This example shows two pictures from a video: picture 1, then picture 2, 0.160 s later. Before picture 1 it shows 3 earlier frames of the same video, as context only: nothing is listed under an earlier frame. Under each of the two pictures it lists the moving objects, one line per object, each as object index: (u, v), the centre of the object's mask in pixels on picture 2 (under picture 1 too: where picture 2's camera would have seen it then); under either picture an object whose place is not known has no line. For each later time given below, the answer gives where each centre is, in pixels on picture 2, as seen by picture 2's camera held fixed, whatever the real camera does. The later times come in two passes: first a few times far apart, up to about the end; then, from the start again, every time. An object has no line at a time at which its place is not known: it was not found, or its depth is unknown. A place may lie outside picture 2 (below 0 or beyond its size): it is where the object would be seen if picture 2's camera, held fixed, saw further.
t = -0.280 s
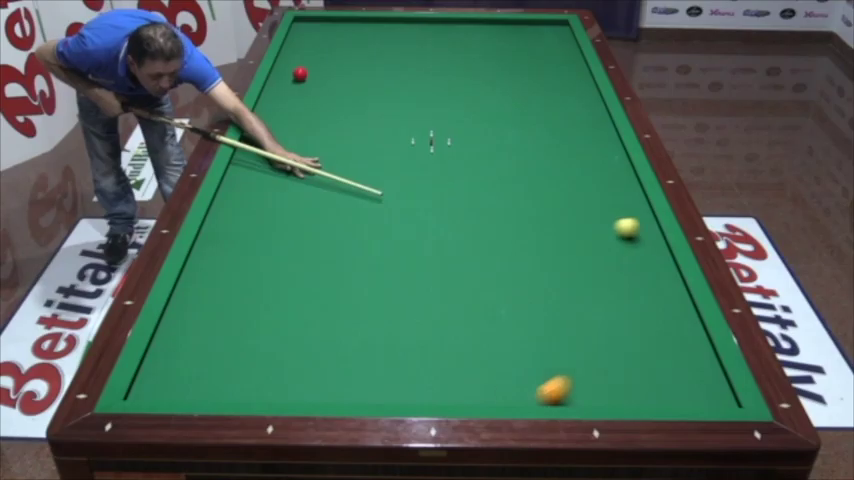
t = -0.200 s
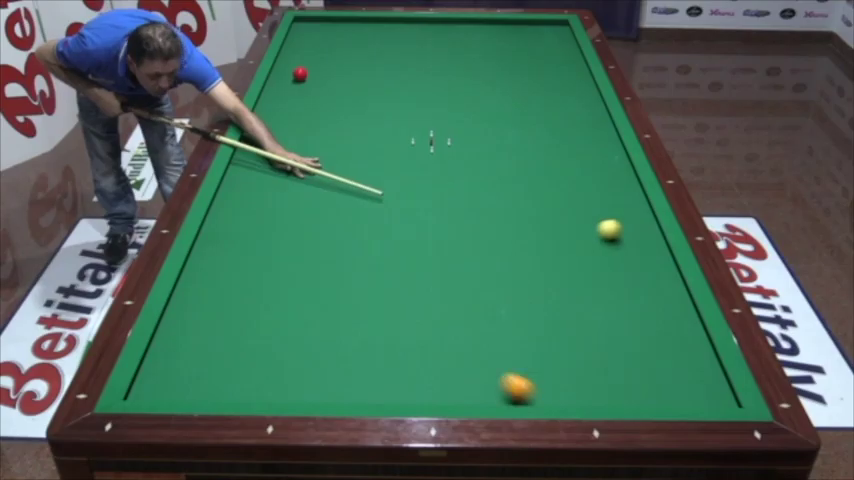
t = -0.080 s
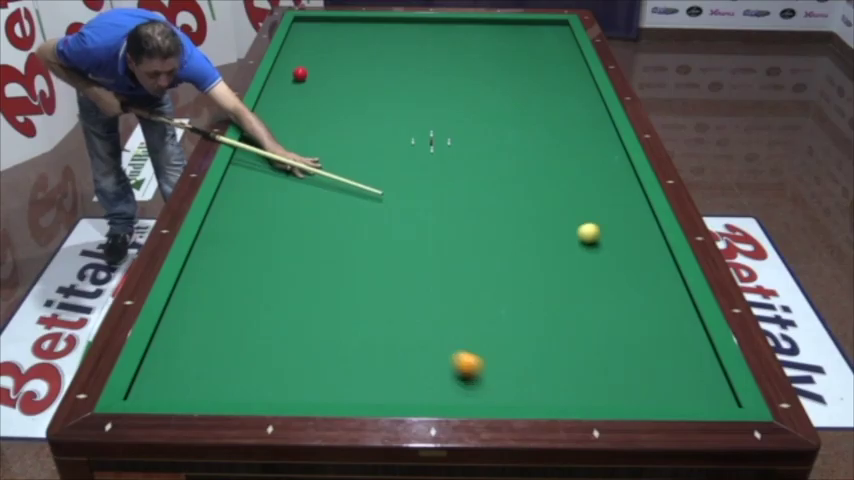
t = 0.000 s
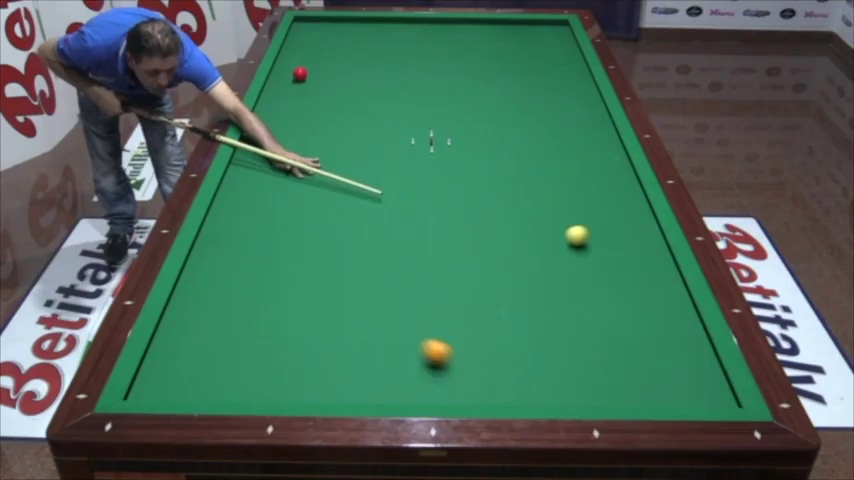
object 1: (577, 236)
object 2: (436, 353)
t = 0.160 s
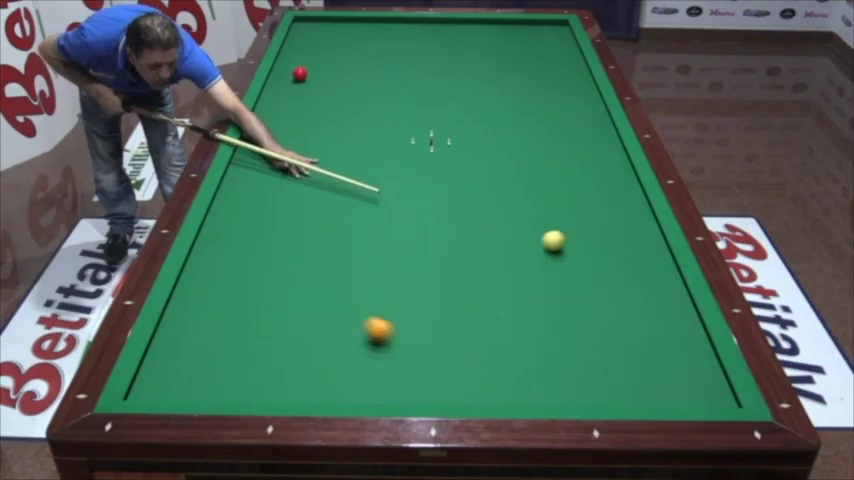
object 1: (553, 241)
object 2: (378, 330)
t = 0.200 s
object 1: (547, 242)
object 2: (365, 324)
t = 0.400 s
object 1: (517, 248)
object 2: (299, 299)
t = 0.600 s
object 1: (487, 255)
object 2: (240, 276)
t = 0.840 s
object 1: (451, 263)
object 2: (218, 249)
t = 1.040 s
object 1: (421, 270)
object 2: (262, 228)
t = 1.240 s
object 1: (391, 277)
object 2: (299, 207)
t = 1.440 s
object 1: (360, 284)
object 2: (333, 189)
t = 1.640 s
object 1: (329, 291)
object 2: (364, 172)
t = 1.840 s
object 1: (299, 298)
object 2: (392, 158)
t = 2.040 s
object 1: (268, 305)
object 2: (418, 143)
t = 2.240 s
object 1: (237, 312)
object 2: (442, 131)
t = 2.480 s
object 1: (201, 320)
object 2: (469, 117)
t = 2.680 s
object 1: (171, 327)
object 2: (490, 106)
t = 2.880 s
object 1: (179, 331)
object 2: (509, 96)
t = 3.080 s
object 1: (191, 335)
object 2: (527, 86)
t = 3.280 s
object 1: (203, 338)
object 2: (544, 78)
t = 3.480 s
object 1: (215, 341)
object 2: (560, 69)
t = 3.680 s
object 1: (226, 344)
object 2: (575, 61)
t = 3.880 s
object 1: (236, 348)
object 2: (570, 55)
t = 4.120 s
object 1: (249, 351)
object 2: (558, 48)
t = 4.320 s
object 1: (258, 354)
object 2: (549, 43)
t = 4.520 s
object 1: (267, 357)
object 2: (540, 38)
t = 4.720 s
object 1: (276, 359)
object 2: (532, 33)
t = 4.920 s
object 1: (284, 361)
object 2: (524, 29)
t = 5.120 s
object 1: (292, 363)
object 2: (516, 25)
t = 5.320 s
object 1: (300, 365)
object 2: (510, 22)
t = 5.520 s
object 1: (306, 367)
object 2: (506, 24)
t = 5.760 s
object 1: (314, 368)
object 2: (502, 26)
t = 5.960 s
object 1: (319, 369)
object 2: (499, 28)
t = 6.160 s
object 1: (324, 371)
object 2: (496, 29)
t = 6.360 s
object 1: (328, 371)
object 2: (493, 31)
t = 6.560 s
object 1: (332, 372)
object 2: (491, 32)
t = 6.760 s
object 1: (335, 373)
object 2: (487, 34)
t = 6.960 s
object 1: (338, 374)
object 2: (485, 35)
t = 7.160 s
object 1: (339, 374)
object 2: (482, 37)
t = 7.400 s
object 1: (341, 375)
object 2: (479, 39)
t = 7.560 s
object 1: (341, 375)
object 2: (478, 39)
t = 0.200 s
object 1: (547, 242)
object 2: (365, 324)
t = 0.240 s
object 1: (541, 243)
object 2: (351, 319)
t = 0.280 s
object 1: (535, 244)
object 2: (337, 314)
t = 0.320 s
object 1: (530, 246)
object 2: (325, 309)
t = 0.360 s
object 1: (523, 247)
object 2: (312, 304)
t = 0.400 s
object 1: (517, 248)
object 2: (299, 299)
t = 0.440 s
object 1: (511, 250)
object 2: (287, 294)
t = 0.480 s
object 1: (506, 251)
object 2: (275, 289)
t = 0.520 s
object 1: (500, 252)
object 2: (263, 285)
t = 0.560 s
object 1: (494, 254)
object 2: (251, 280)
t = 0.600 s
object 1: (487, 255)
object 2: (240, 276)
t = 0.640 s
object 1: (482, 257)
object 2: (228, 271)
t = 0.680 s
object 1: (476, 258)
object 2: (217, 267)
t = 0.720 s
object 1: (469, 259)
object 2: (207, 263)
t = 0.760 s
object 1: (463, 260)
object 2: (198, 259)
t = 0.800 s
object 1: (457, 262)
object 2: (206, 254)
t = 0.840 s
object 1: (451, 263)
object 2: (218, 249)
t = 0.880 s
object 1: (445, 265)
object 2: (228, 245)
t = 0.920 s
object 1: (439, 266)
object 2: (238, 240)
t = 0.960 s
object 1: (433, 267)
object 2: (246, 236)
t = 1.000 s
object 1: (427, 269)
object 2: (254, 232)
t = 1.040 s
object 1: (421, 270)
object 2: (262, 228)
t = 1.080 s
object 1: (415, 272)
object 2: (270, 223)
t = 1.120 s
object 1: (409, 273)
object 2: (277, 219)
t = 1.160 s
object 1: (403, 274)
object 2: (284, 215)
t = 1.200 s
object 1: (397, 275)
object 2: (292, 211)
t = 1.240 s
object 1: (391, 277)
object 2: (299, 207)
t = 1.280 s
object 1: (385, 278)
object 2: (306, 203)
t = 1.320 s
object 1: (378, 280)
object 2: (313, 200)
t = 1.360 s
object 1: (372, 281)
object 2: (320, 196)
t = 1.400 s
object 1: (366, 282)
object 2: (326, 193)
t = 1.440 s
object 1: (360, 284)
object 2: (333, 189)
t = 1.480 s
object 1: (354, 285)
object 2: (339, 186)
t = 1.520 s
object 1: (348, 286)
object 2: (345, 182)
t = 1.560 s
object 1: (341, 288)
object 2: (351, 179)
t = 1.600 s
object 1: (335, 289)
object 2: (358, 176)
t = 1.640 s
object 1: (329, 291)
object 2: (364, 172)
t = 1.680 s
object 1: (323, 292)
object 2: (370, 169)
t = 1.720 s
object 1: (317, 294)
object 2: (375, 166)
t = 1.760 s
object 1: (311, 295)
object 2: (381, 163)
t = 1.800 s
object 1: (305, 296)
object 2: (387, 161)
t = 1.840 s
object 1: (299, 298)
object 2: (392, 158)
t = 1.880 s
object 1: (293, 299)
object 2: (397, 155)
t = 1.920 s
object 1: (286, 300)
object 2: (403, 152)
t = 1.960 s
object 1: (280, 302)
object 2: (408, 149)
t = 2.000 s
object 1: (274, 303)
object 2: (413, 146)
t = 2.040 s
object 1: (268, 305)
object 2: (418, 143)
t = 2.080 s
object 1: (262, 306)
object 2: (423, 141)
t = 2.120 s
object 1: (256, 307)
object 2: (428, 138)
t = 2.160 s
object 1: (250, 309)
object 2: (433, 136)
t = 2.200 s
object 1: (243, 310)
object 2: (438, 133)
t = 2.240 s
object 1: (237, 312)
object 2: (442, 131)
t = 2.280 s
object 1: (231, 313)
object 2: (447, 128)
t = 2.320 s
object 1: (225, 315)
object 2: (452, 126)
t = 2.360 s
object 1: (219, 316)
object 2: (456, 124)
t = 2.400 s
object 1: (213, 317)
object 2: (461, 121)
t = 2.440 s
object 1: (207, 319)
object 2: (465, 119)
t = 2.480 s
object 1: (201, 320)
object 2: (469, 117)
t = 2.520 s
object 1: (195, 321)
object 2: (474, 114)
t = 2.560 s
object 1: (189, 323)
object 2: (478, 112)
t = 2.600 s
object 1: (183, 324)
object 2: (482, 110)
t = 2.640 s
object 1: (177, 326)
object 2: (486, 108)
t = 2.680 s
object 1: (171, 327)
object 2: (490, 106)
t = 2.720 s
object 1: (168, 328)
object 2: (494, 104)
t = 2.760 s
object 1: (171, 329)
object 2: (498, 102)
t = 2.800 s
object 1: (174, 330)
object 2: (502, 100)
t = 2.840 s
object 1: (176, 330)
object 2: (505, 98)
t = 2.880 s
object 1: (179, 331)
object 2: (509, 96)
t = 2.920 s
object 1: (181, 332)
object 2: (513, 94)
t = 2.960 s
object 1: (184, 333)
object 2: (517, 92)
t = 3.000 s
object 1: (186, 333)
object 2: (520, 90)
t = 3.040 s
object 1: (189, 334)
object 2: (524, 88)
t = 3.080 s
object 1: (191, 335)
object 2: (527, 86)
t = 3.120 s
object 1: (194, 335)
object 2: (531, 84)
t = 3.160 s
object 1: (196, 336)
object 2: (534, 83)
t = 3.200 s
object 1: (198, 337)
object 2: (537, 81)
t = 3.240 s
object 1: (201, 337)
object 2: (540, 79)
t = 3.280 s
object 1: (203, 338)
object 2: (544, 78)
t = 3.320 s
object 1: (205, 339)
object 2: (547, 76)
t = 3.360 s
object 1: (208, 339)
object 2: (550, 74)
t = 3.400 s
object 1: (210, 340)
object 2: (553, 72)
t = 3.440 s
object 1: (213, 341)
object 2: (556, 71)
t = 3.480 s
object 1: (215, 341)
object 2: (560, 69)
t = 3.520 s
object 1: (217, 342)
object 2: (562, 67)
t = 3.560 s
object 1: (219, 343)
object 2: (565, 66)
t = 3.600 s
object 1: (221, 343)
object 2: (568, 65)
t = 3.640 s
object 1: (224, 344)
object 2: (571, 63)
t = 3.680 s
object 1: (226, 344)
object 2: (575, 61)
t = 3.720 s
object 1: (228, 345)
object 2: (577, 60)
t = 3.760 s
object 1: (230, 346)
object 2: (578, 59)
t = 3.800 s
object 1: (232, 346)
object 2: (575, 57)
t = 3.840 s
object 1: (234, 347)
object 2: (573, 56)
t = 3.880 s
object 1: (236, 348)
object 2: (570, 55)
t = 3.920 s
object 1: (238, 348)
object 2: (568, 54)
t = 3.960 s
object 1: (241, 349)
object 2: (566, 53)
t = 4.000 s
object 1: (242, 349)
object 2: (564, 52)
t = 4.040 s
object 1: (244, 350)
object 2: (562, 51)
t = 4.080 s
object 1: (247, 350)
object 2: (560, 49)
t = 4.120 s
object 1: (249, 351)
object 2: (558, 48)
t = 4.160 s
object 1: (251, 351)
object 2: (556, 47)
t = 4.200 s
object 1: (253, 352)
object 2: (555, 46)
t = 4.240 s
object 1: (254, 353)
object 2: (553, 45)
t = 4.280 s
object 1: (256, 353)
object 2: (551, 44)
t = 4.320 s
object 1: (258, 354)
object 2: (549, 43)
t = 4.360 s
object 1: (260, 355)
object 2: (547, 42)
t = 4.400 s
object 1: (262, 355)
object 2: (546, 41)
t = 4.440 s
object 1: (264, 356)
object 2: (544, 40)
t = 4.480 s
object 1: (266, 356)
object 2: (542, 39)
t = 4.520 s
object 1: (267, 357)
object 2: (540, 38)
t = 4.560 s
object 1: (269, 357)
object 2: (538, 37)
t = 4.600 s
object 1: (271, 358)
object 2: (537, 36)
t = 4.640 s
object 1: (273, 358)
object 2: (535, 35)
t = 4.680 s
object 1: (274, 359)
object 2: (534, 34)
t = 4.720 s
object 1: (276, 359)
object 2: (532, 33)
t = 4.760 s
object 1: (278, 360)
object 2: (530, 32)
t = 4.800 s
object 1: (280, 360)
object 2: (528, 31)
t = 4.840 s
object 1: (281, 360)
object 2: (527, 30)
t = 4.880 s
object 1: (283, 361)
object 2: (525, 29)
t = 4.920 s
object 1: (284, 361)
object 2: (524, 29)
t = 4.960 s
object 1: (286, 362)
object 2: (522, 28)
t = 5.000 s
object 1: (287, 362)
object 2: (520, 27)
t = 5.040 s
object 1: (289, 362)
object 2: (519, 26)
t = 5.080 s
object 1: (290, 363)
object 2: (518, 26)
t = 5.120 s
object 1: (292, 363)
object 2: (516, 25)
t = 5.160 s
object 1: (294, 364)
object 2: (514, 24)
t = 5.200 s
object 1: (295, 364)
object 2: (513, 23)
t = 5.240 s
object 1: (297, 365)
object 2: (512, 22)
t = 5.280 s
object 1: (298, 365)
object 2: (510, 22)
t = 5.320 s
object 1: (300, 365)
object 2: (510, 22)
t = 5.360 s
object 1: (301, 365)
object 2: (509, 22)
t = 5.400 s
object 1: (302, 366)
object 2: (508, 22)
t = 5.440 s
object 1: (304, 366)
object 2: (508, 23)
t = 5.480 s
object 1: (305, 366)
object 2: (507, 23)
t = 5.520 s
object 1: (306, 367)
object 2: (506, 24)
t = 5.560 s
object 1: (308, 367)
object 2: (505, 24)
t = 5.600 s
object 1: (309, 367)
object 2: (505, 25)
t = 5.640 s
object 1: (310, 367)
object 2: (504, 25)
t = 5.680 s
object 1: (311, 368)
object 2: (504, 25)
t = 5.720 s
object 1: (313, 368)
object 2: (503, 25)
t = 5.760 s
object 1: (314, 368)
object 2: (502, 26)
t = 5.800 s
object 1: (315, 369)
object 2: (502, 26)
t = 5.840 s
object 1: (316, 369)
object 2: (501, 27)
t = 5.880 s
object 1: (317, 369)
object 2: (500, 27)
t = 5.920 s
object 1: (318, 369)
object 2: (499, 27)
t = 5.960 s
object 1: (319, 369)
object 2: (499, 28)
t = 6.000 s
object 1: (320, 370)
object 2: (498, 28)
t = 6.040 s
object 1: (321, 370)
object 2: (498, 28)
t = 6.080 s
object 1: (322, 370)
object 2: (497, 28)
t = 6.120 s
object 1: (323, 370)
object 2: (496, 29)
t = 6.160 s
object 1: (324, 371)
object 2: (496, 29)
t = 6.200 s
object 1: (325, 371)
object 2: (495, 29)
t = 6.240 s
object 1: (326, 371)
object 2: (495, 30)
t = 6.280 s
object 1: (327, 371)
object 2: (494, 30)
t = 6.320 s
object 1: (328, 371)
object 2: (494, 30)
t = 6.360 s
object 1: (328, 371)
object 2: (493, 31)
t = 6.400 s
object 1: (329, 372)
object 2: (492, 31)
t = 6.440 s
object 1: (330, 372)
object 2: (492, 32)
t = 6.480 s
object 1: (331, 372)
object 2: (491, 32)
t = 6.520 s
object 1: (332, 372)
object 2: (491, 32)
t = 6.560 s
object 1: (332, 372)
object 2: (491, 32)
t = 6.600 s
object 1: (333, 372)
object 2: (490, 33)
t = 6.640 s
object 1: (334, 373)
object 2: (489, 33)
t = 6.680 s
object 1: (334, 373)
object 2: (489, 33)
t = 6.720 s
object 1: (335, 373)
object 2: (488, 34)
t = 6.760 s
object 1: (335, 373)
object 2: (487, 34)
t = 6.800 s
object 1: (336, 373)
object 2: (487, 34)
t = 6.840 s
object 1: (336, 373)
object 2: (486, 35)
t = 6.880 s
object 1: (337, 373)
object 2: (486, 35)
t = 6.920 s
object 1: (338, 374)
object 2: (485, 35)
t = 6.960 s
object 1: (338, 374)
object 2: (485, 35)
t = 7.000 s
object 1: (338, 374)
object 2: (484, 36)
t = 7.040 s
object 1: (339, 374)
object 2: (484, 36)
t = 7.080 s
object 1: (339, 374)
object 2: (483, 36)
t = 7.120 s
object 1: (339, 374)
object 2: (483, 36)
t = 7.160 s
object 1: (339, 374)
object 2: (482, 37)
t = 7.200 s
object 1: (340, 375)
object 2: (482, 37)
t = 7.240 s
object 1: (340, 375)
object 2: (481, 37)
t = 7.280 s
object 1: (340, 375)
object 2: (481, 38)
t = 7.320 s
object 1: (340, 375)
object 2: (480, 38)
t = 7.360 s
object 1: (341, 375)
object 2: (480, 38)
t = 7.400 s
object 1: (341, 375)
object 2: (479, 39)
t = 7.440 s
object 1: (341, 375)
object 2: (479, 39)
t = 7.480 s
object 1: (341, 375)
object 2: (478, 39)
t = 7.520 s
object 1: (341, 375)
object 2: (478, 39)
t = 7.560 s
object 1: (341, 375)
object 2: (478, 39)
